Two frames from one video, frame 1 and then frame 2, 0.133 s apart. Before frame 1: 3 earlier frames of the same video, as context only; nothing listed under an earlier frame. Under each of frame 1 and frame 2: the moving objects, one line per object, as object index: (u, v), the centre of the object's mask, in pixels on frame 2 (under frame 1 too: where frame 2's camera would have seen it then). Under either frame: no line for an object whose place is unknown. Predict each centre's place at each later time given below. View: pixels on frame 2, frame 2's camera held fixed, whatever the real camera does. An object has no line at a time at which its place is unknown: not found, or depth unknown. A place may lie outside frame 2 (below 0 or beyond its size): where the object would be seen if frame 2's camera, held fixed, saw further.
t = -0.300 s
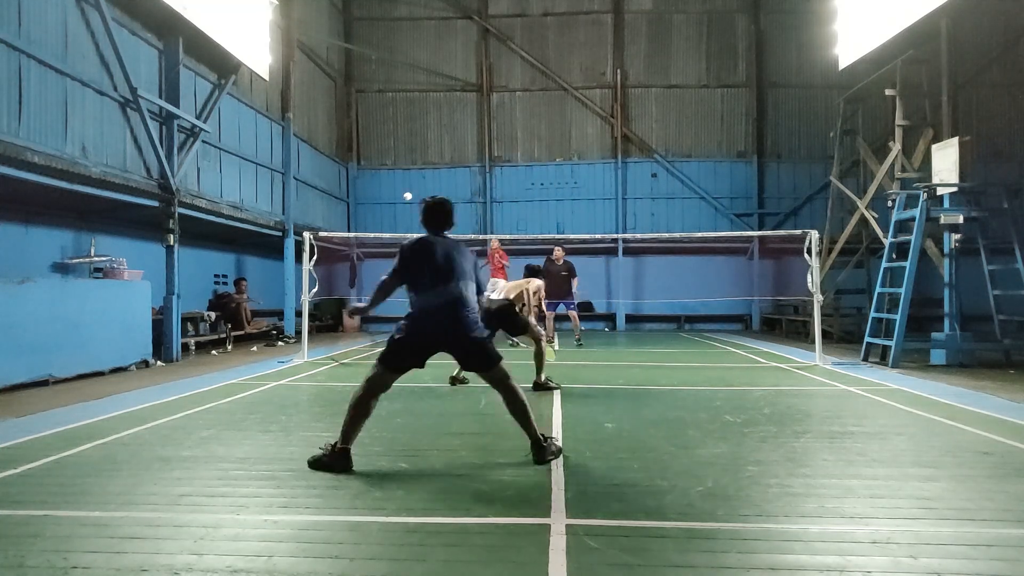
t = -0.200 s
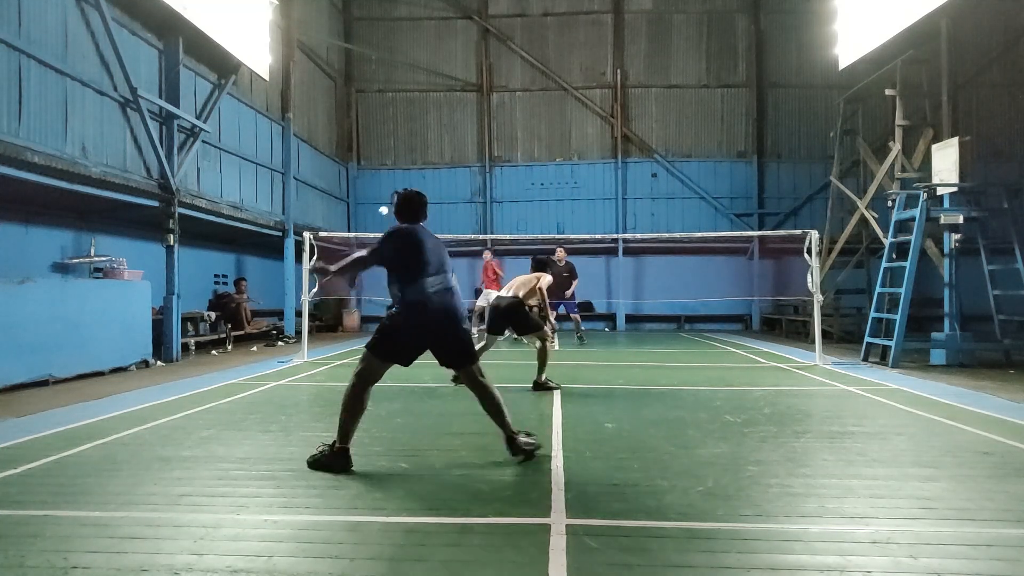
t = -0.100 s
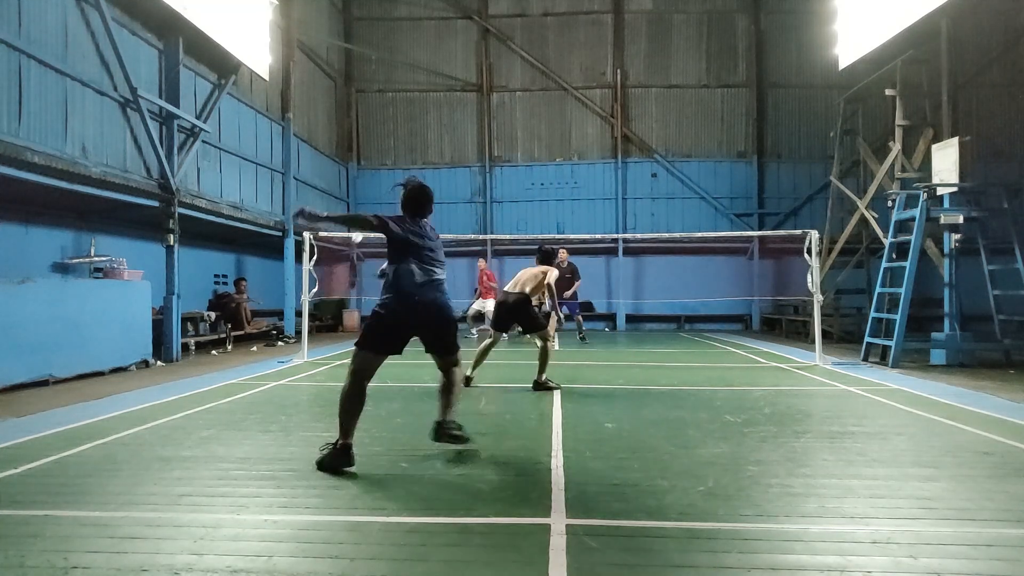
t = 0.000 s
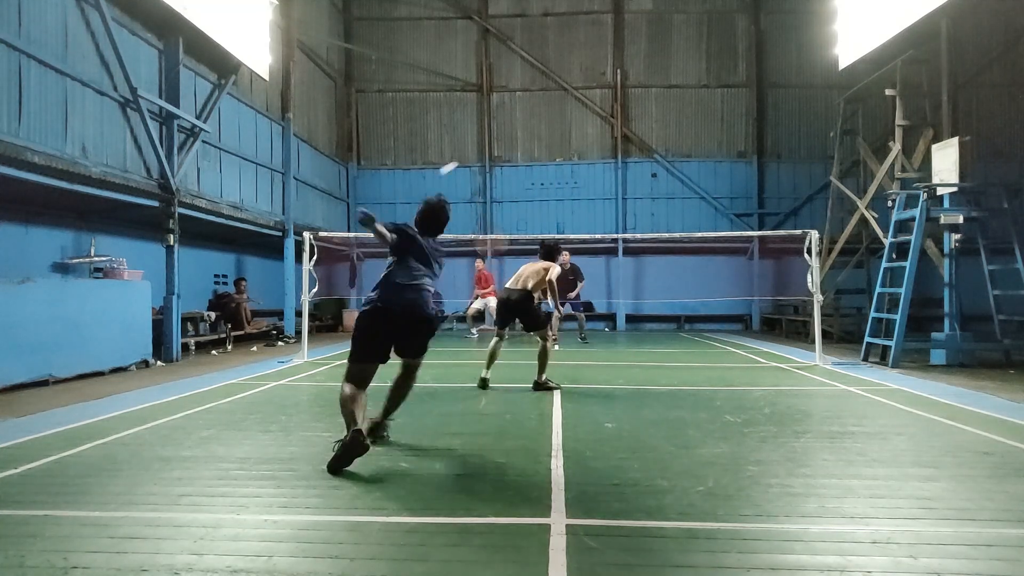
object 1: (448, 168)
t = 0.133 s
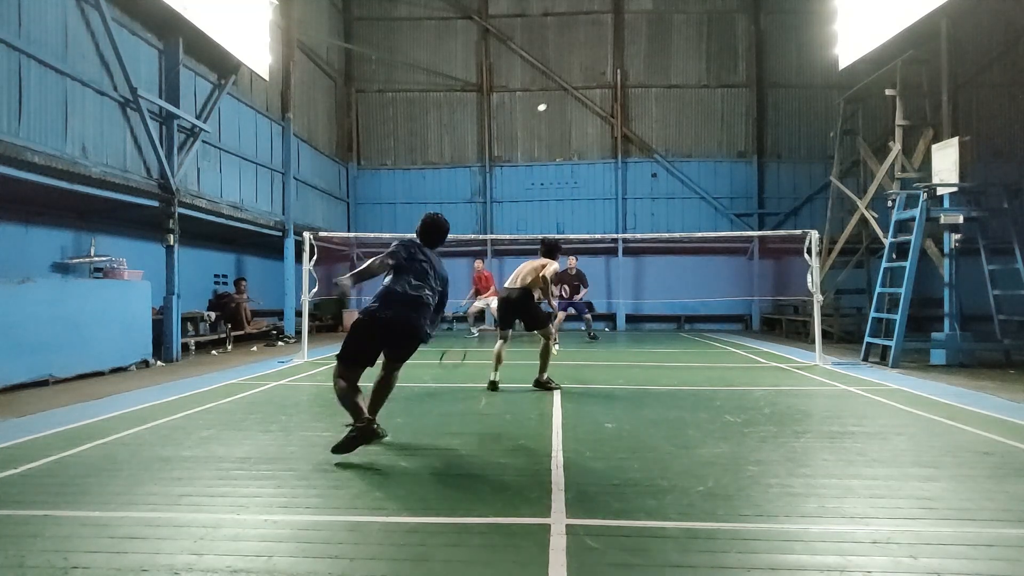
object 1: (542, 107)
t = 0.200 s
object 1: (564, 97)
